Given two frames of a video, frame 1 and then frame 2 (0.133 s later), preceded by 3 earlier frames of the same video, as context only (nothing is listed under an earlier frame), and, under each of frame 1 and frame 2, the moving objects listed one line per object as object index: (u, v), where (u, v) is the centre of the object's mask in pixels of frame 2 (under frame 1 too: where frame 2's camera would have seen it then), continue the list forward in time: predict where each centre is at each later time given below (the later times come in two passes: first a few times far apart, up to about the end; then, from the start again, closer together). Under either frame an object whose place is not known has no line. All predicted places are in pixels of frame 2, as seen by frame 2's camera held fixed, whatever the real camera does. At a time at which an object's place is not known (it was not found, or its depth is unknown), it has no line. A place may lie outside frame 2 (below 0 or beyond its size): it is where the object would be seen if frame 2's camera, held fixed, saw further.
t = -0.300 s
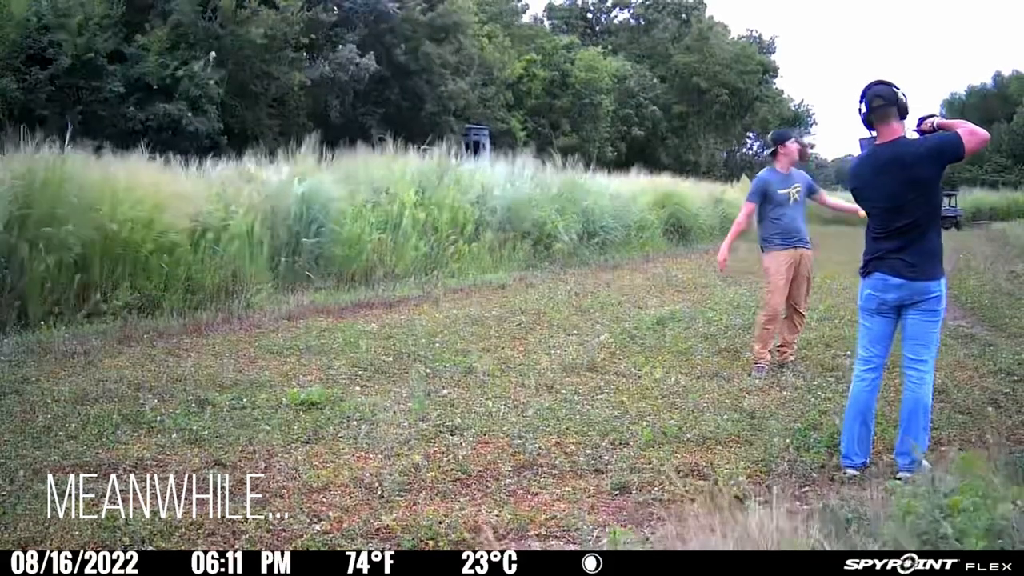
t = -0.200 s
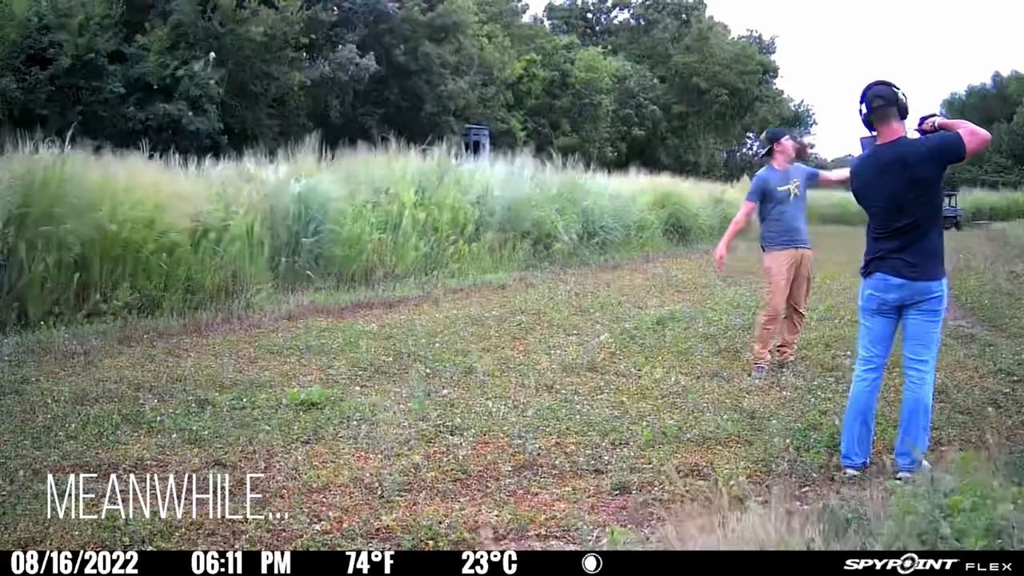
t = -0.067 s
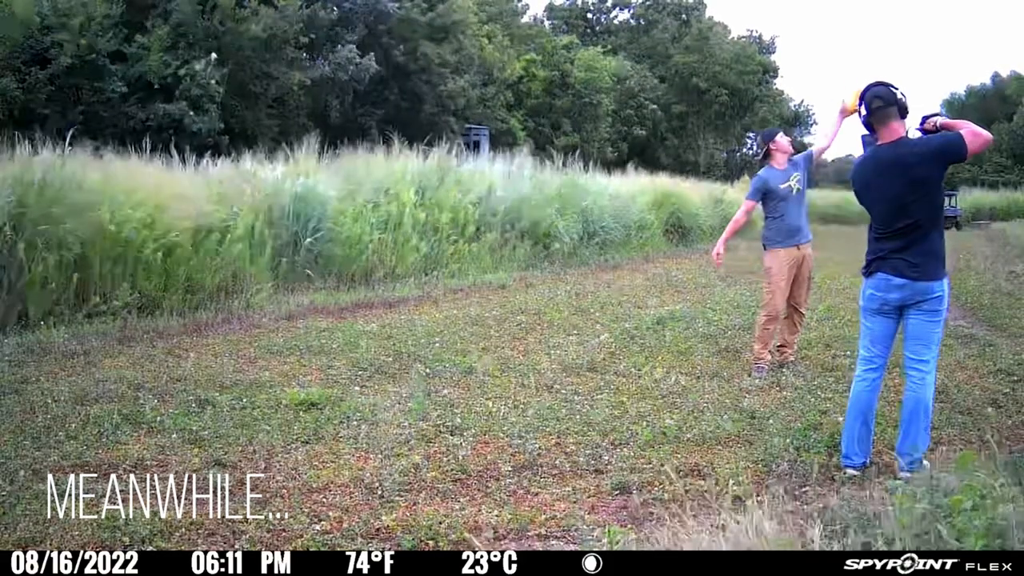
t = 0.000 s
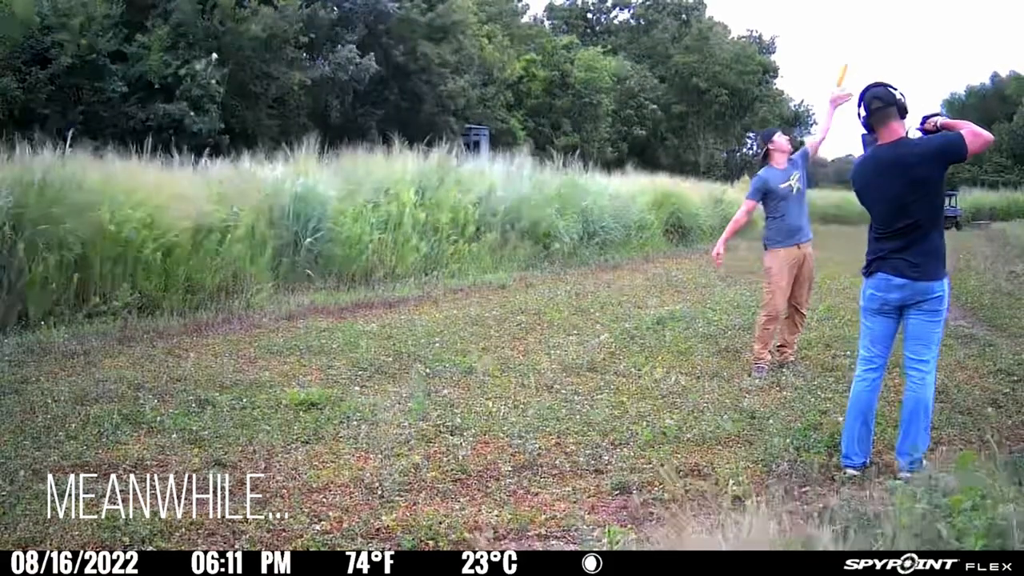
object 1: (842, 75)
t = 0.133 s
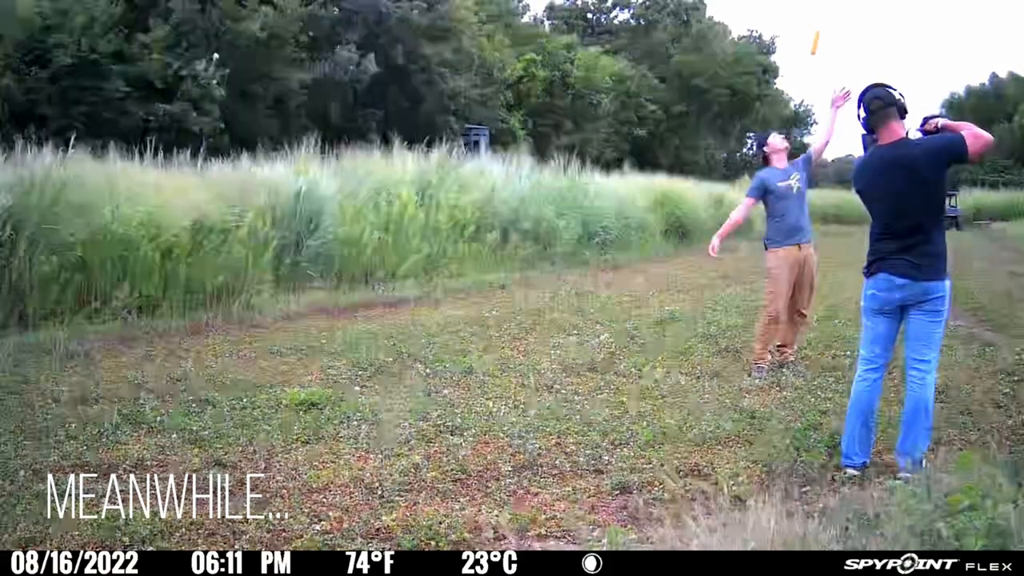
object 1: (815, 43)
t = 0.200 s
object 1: (802, 34)
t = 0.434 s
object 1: (753, 55)
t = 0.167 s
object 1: (808, 37)
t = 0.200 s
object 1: (802, 34)
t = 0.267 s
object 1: (789, 31)
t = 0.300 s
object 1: (782, 33)
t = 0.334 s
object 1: (775, 37)
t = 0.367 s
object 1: (768, 41)
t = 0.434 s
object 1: (753, 55)
